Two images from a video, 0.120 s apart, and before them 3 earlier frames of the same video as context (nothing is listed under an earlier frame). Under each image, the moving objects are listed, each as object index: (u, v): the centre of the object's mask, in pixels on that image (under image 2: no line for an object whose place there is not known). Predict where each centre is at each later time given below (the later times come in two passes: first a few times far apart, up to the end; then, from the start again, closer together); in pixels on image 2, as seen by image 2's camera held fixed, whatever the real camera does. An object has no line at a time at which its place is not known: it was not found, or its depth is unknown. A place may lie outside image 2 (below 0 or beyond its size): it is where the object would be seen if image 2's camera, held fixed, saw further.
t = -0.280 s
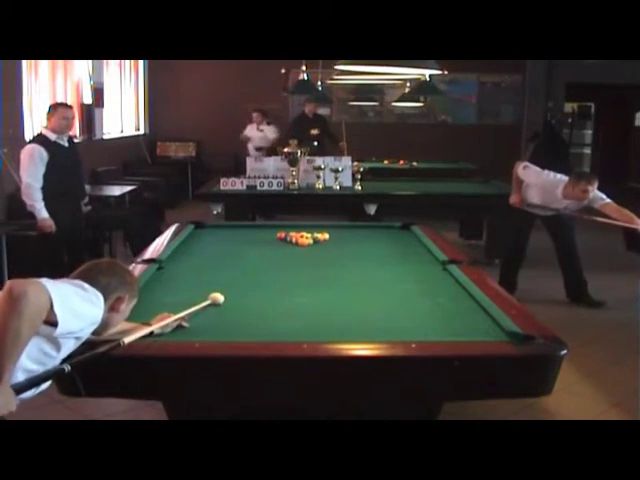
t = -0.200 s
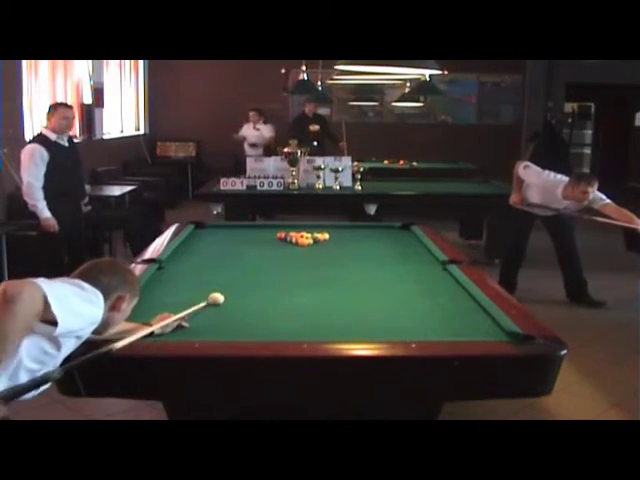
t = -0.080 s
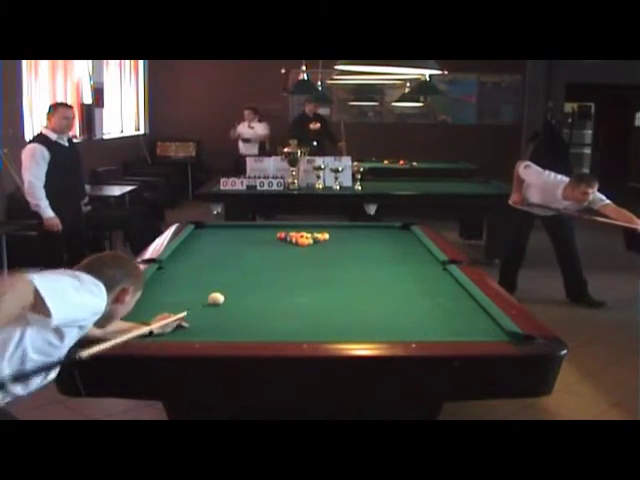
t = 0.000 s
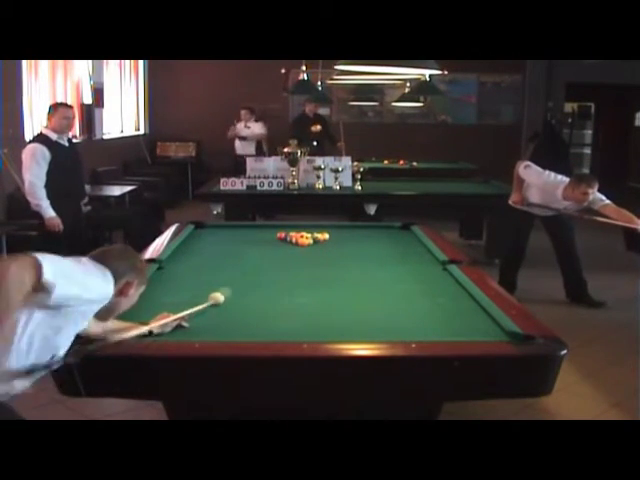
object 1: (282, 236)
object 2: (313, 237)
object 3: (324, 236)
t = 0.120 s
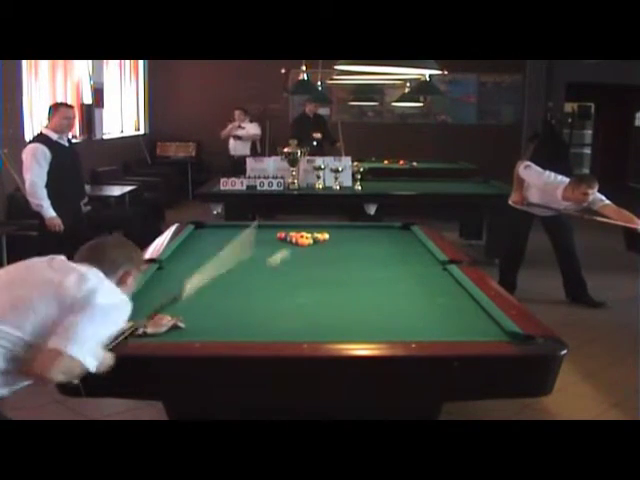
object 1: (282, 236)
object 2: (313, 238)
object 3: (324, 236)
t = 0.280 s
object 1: (259, 230)
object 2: (327, 240)
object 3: (346, 234)
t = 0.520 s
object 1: (226, 229)
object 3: (391, 242)
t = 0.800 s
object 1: (195, 238)
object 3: (406, 247)
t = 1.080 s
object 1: (195, 246)
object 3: (412, 252)
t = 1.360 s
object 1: (204, 254)
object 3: (426, 258)
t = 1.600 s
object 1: (214, 263)
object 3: (438, 263)
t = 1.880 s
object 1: (226, 273)
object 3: (435, 264)
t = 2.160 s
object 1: (240, 285)
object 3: (424, 262)
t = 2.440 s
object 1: (255, 297)
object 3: (415, 261)
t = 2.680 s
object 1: (267, 310)
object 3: (408, 260)
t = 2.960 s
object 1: (279, 326)
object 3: (402, 259)
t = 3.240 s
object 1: (296, 333)
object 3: (397, 258)
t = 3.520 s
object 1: (313, 324)
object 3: (394, 257)
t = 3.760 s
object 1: (327, 316)
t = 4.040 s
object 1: (341, 308)
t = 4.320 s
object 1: (353, 301)
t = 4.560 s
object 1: (366, 297)
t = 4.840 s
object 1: (380, 293)
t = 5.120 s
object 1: (394, 289)
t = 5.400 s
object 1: (405, 286)
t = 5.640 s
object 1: (414, 284)
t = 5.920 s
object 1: (421, 282)
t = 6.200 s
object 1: (429, 280)
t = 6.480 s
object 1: (435, 279)
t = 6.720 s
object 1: (439, 278)
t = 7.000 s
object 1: (444, 277)
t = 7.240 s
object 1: (446, 276)
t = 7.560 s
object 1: (447, 276)
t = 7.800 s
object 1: (446, 276)
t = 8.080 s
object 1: (446, 276)
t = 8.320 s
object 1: (446, 276)
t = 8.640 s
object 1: (447, 275)
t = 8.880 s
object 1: (447, 276)
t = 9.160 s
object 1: (447, 276)
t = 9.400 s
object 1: (447, 276)
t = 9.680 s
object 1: (447, 276)
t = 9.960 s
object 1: (447, 276)
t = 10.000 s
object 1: (447, 276)
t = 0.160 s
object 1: (282, 237)
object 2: (313, 237)
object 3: (324, 237)
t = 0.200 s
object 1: (280, 236)
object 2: (313, 238)
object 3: (327, 236)
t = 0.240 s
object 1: (271, 233)
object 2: (316, 238)
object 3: (337, 234)
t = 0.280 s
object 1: (259, 230)
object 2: (327, 240)
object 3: (346, 234)
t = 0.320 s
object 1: (251, 228)
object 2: (332, 241)
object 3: (355, 233)
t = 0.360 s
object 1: (246, 227)
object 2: (332, 242)
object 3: (360, 238)
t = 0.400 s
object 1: (237, 225)
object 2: (338, 243)
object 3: (368, 239)
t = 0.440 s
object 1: (234, 227)
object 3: (376, 240)
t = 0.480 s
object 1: (231, 229)
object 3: (383, 241)
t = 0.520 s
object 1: (226, 229)
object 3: (391, 242)
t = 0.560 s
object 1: (221, 230)
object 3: (399, 242)
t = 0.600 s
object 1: (218, 231)
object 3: (407, 243)
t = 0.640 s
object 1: (213, 233)
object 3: (415, 244)
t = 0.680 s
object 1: (208, 234)
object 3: (418, 244)
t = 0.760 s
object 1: (199, 236)
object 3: (410, 246)
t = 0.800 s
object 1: (195, 238)
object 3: (406, 247)
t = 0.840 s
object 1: (192, 238)
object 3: (401, 247)
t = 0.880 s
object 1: (189, 240)
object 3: (402, 248)
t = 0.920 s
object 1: (191, 242)
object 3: (405, 249)
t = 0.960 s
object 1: (191, 242)
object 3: (407, 250)
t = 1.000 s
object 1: (191, 243)
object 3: (408, 251)
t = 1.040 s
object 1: (193, 244)
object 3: (410, 252)
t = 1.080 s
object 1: (195, 246)
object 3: (412, 252)
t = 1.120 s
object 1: (197, 247)
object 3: (414, 253)
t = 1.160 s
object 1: (198, 248)
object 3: (416, 254)
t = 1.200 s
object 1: (199, 250)
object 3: (418, 255)
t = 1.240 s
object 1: (201, 251)
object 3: (420, 256)
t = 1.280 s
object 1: (202, 252)
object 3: (422, 257)
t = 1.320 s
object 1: (204, 253)
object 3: (424, 258)
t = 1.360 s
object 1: (204, 254)
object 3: (426, 258)
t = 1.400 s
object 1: (206, 256)
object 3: (427, 259)
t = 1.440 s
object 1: (208, 257)
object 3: (429, 260)
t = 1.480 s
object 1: (209, 259)
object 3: (432, 261)
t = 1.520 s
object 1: (211, 260)
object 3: (434, 261)
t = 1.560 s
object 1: (213, 261)
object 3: (436, 262)
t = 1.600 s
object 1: (214, 263)
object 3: (438, 263)
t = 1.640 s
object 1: (216, 264)
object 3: (440, 264)
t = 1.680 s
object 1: (218, 266)
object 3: (441, 265)
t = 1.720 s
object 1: (219, 267)
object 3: (441, 265)
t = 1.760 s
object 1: (222, 269)
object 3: (440, 265)
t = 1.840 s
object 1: (225, 271)
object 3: (437, 264)
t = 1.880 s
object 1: (226, 273)
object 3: (435, 264)
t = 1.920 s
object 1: (228, 275)
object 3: (433, 264)
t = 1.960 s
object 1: (230, 276)
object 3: (432, 263)
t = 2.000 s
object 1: (232, 278)
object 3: (430, 263)
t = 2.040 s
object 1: (234, 280)
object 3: (429, 263)
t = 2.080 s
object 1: (236, 281)
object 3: (427, 262)
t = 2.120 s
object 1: (238, 283)
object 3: (425, 262)
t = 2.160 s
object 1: (240, 285)
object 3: (424, 262)
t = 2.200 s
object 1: (242, 287)
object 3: (423, 262)
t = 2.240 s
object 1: (243, 288)
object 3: (421, 262)
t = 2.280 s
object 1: (246, 290)
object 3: (420, 262)
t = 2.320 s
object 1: (248, 292)
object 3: (418, 261)
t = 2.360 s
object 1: (250, 294)
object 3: (417, 261)
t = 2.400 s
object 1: (252, 296)
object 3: (416, 261)
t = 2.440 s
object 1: (255, 297)
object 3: (415, 261)
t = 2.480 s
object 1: (257, 300)
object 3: (414, 260)
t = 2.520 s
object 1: (260, 301)
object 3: (412, 260)
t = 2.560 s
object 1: (261, 303)
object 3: (411, 260)
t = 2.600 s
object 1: (265, 305)
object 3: (410, 260)
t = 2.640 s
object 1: (265, 307)
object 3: (409, 260)
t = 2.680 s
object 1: (267, 310)
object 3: (408, 260)
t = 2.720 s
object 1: (269, 312)
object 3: (407, 260)
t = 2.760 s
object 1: (270, 314)
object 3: (406, 260)
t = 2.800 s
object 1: (272, 316)
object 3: (405, 260)
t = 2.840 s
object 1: (273, 319)
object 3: (404, 259)
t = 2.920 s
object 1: (277, 324)
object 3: (403, 259)
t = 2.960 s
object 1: (279, 326)
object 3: (402, 259)
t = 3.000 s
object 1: (281, 329)
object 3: (401, 259)
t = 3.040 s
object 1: (283, 331)
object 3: (401, 259)
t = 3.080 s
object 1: (285, 333)
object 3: (400, 259)
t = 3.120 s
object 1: (288, 334)
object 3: (399, 258)
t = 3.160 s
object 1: (290, 334)
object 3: (398, 258)
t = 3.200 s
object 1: (293, 334)
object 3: (398, 258)
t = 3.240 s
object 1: (296, 333)
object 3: (397, 258)
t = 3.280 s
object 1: (298, 332)
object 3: (397, 258)
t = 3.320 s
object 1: (301, 331)
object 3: (396, 258)
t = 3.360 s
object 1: (304, 330)
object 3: (396, 258)
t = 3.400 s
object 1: (306, 328)
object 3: (395, 258)
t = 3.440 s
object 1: (309, 327)
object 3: (395, 258)
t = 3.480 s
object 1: (311, 326)
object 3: (395, 258)
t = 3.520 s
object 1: (313, 324)
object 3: (394, 257)
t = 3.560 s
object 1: (316, 323)
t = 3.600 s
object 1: (319, 321)
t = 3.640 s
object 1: (321, 320)
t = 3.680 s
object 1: (323, 318)
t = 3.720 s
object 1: (325, 317)
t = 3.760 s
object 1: (327, 316)
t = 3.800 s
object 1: (329, 314)
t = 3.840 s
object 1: (331, 313)
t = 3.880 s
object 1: (333, 312)
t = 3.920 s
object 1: (335, 311)
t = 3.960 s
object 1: (337, 310)
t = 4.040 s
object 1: (341, 308)
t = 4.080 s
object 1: (343, 307)
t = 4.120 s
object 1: (345, 306)
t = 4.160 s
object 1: (346, 305)
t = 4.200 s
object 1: (348, 304)
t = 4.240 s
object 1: (350, 303)
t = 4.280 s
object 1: (351, 302)
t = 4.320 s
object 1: (353, 301)
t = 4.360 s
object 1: (354, 300)
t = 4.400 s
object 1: (356, 299)
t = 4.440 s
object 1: (358, 298)
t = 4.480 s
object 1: (361, 298)
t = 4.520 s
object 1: (363, 297)
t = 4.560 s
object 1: (366, 297)
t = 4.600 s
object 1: (367, 296)
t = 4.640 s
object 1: (370, 295)
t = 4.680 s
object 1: (372, 295)
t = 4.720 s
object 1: (374, 294)
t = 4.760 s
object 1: (377, 294)
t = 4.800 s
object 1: (378, 293)
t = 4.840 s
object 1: (380, 293)
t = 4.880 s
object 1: (383, 292)
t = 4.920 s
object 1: (385, 292)
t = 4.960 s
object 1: (387, 291)
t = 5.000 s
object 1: (389, 291)
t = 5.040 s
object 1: (391, 290)
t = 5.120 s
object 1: (394, 289)
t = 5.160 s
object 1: (396, 289)
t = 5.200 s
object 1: (397, 288)
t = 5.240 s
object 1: (399, 288)
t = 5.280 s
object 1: (401, 287)
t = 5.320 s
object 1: (403, 287)
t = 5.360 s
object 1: (404, 287)
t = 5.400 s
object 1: (405, 286)
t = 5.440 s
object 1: (406, 286)
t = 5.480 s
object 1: (408, 285)
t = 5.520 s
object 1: (410, 285)
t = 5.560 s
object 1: (411, 284)
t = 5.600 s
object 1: (412, 284)
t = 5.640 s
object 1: (414, 284)
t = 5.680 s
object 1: (415, 284)
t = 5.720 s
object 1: (416, 283)
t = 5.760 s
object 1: (417, 283)
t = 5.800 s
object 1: (419, 283)
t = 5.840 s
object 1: (419, 282)
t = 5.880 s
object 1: (421, 282)
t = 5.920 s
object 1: (421, 282)
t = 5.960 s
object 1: (423, 281)
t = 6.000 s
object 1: (425, 281)
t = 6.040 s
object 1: (425, 281)
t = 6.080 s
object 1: (427, 280)
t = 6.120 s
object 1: (427, 280)
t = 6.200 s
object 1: (429, 280)
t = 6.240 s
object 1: (431, 280)
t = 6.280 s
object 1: (431, 279)
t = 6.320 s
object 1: (432, 279)
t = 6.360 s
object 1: (433, 279)
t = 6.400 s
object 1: (434, 279)
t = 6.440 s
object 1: (435, 278)
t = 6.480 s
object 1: (435, 279)
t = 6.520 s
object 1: (436, 278)
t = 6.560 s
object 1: (437, 278)
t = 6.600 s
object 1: (438, 278)
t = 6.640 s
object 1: (438, 278)
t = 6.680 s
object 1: (439, 278)
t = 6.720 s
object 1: (439, 278)
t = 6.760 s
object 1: (440, 277)
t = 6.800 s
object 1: (441, 277)
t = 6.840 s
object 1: (441, 277)
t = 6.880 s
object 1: (442, 277)
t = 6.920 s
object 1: (443, 277)
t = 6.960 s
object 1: (443, 277)
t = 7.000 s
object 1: (444, 277)
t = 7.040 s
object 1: (444, 276)
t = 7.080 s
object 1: (444, 276)
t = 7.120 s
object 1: (444, 276)
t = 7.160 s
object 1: (445, 276)
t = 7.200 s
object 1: (445, 276)
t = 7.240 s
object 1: (446, 276)
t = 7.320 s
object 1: (447, 276)
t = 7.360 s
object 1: (447, 276)
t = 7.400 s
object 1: (447, 276)
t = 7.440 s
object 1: (447, 276)
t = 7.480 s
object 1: (447, 276)
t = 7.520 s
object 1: (447, 276)
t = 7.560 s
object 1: (447, 276)
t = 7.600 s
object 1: (447, 276)
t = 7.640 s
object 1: (447, 276)
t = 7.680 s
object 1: (447, 276)
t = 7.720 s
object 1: (446, 276)
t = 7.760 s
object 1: (446, 276)
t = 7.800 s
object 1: (446, 276)
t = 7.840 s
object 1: (446, 276)
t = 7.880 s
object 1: (446, 276)
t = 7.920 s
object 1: (446, 276)
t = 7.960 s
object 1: (446, 276)
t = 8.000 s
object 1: (446, 276)
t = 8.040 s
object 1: (446, 276)
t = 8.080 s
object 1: (446, 276)
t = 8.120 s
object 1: (446, 275)
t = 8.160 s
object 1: (446, 275)
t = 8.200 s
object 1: (446, 275)
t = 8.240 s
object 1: (446, 276)
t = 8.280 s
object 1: (446, 275)
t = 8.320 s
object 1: (446, 276)
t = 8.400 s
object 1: (447, 275)
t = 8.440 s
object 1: (447, 275)
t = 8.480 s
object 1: (447, 275)
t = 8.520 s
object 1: (447, 275)
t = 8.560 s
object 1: (447, 275)
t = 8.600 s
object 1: (447, 275)
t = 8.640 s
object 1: (447, 275)
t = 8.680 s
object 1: (447, 276)
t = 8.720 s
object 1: (447, 276)
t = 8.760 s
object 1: (447, 276)
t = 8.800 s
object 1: (447, 275)
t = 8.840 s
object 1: (447, 276)
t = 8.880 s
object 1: (447, 276)
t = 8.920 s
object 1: (447, 276)
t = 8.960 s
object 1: (447, 276)
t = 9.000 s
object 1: (447, 276)
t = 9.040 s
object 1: (447, 276)
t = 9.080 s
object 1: (447, 276)
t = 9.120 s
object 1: (447, 276)
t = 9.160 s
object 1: (447, 276)
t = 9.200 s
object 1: (447, 276)
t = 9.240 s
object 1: (447, 276)
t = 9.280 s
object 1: (447, 276)
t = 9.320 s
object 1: (447, 276)
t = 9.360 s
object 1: (447, 276)
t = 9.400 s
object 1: (447, 276)
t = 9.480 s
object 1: (447, 276)
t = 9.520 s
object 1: (447, 275)
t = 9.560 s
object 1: (447, 276)
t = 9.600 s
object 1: (447, 276)
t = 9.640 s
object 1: (447, 276)
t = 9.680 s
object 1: (447, 276)
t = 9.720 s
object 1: (447, 276)
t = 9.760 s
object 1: (447, 275)
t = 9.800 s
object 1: (447, 276)
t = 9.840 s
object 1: (447, 276)
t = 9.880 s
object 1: (447, 276)
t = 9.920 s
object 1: (447, 275)
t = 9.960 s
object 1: (447, 276)
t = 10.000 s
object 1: (447, 276)
